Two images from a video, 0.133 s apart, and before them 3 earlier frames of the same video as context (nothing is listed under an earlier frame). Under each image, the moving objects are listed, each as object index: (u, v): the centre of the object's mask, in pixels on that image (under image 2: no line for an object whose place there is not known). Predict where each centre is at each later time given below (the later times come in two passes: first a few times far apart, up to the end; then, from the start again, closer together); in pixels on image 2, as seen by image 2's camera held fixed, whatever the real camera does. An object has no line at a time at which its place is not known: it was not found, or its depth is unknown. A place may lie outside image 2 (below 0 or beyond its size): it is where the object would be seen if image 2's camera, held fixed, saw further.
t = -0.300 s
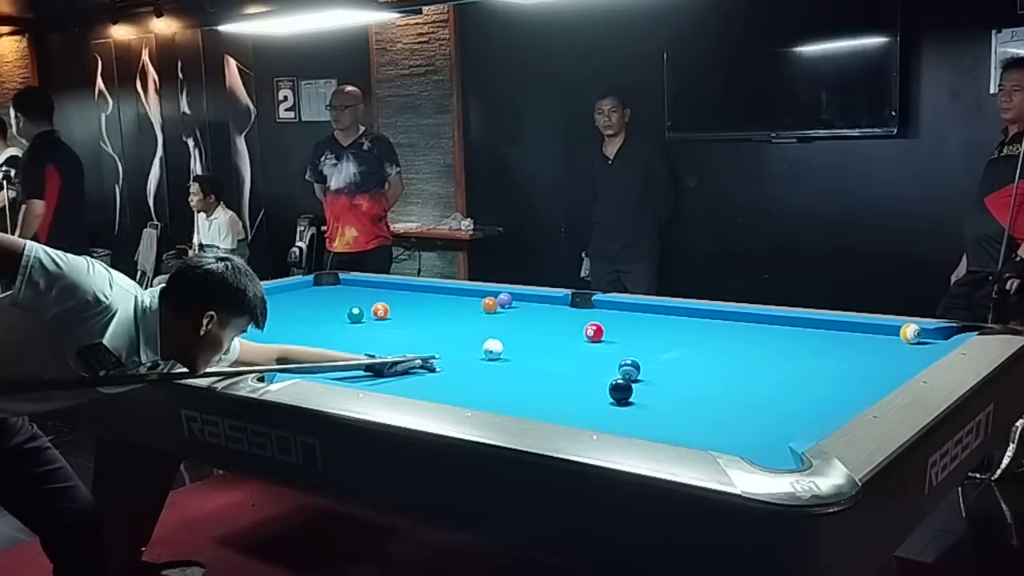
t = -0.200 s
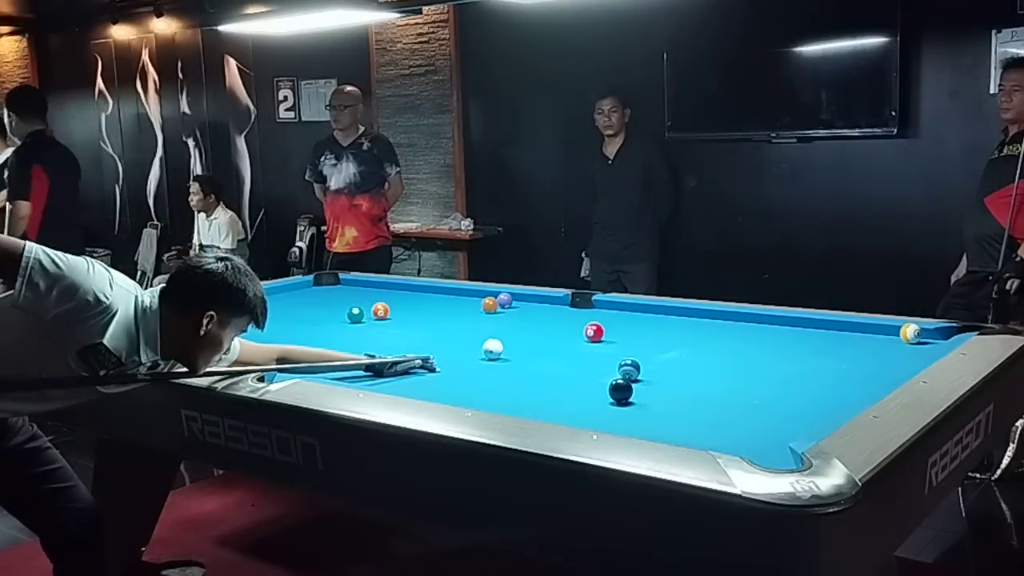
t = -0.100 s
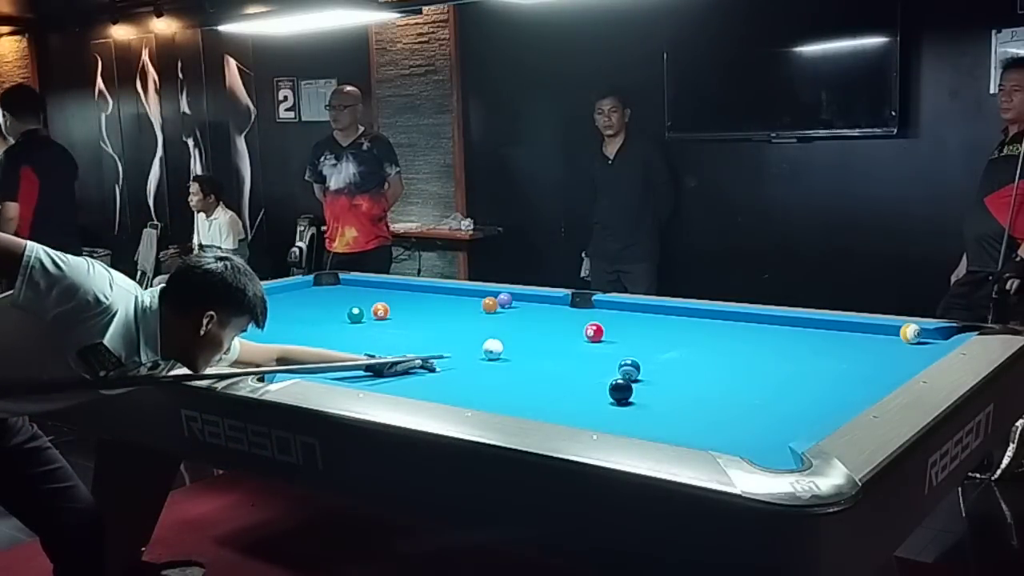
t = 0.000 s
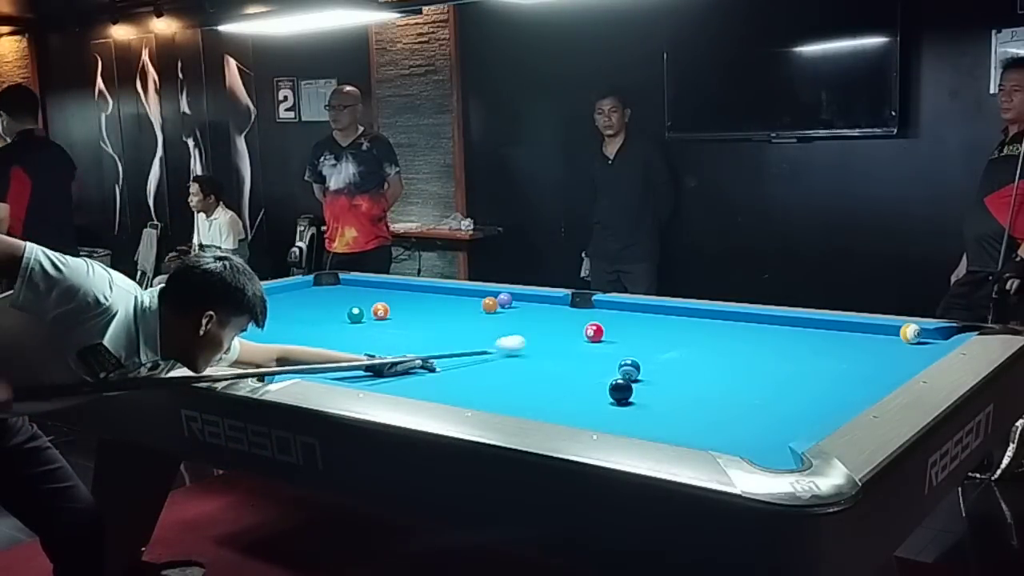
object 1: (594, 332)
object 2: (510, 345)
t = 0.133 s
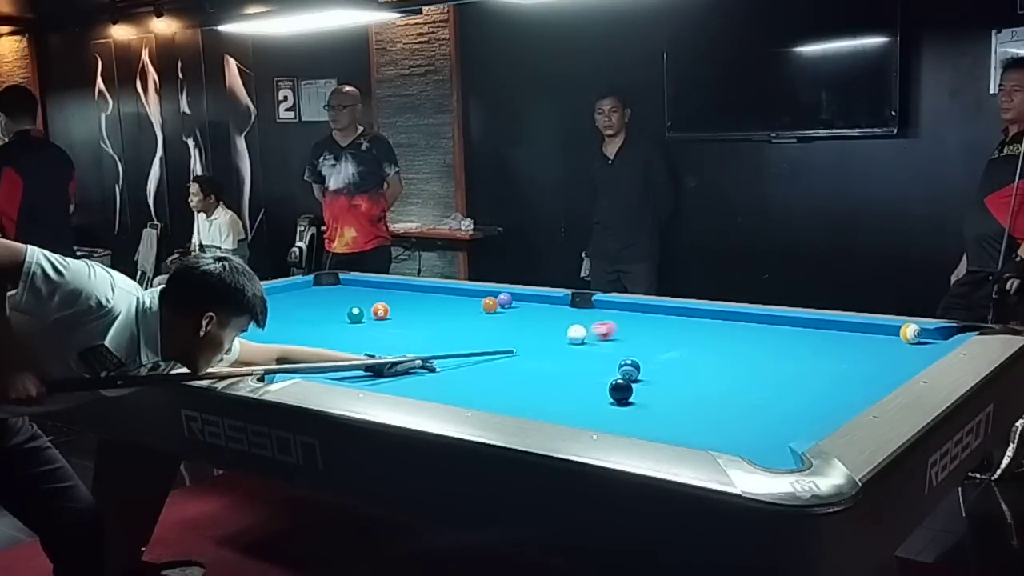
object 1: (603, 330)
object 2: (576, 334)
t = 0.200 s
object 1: (635, 326)
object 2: (574, 333)
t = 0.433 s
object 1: (722, 315)
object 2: (567, 332)
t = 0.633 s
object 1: (725, 322)
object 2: (563, 330)
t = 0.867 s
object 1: (726, 333)
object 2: (558, 329)
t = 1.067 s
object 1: (728, 342)
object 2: (555, 328)
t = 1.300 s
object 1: (730, 353)
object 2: (551, 327)
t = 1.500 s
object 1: (732, 363)
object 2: (549, 326)
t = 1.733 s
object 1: (734, 375)
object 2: (548, 325)
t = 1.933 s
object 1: (737, 387)
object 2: (547, 325)
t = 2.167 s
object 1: (739, 400)
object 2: (547, 325)
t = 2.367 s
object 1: (742, 413)
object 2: (547, 325)
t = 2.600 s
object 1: (745, 428)
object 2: (547, 325)
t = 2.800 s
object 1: (748, 442)
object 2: (547, 325)
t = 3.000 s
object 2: (547, 325)
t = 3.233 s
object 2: (547, 325)
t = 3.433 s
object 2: (547, 325)
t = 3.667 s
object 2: (547, 325)
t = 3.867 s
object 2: (547, 325)
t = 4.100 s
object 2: (547, 325)
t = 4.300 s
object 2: (547, 325)
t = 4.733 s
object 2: (547, 323)
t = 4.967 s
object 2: (547, 325)
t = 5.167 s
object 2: (547, 325)
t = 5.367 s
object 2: (547, 325)
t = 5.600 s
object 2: (547, 325)
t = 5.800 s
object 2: (547, 325)
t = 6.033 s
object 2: (547, 325)
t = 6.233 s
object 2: (547, 325)
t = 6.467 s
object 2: (547, 325)
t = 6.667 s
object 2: (547, 325)
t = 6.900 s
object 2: (547, 325)
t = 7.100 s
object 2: (547, 325)
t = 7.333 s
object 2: (547, 325)
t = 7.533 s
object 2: (547, 325)
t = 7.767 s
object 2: (547, 325)
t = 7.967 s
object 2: (547, 325)
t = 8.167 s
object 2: (547, 325)
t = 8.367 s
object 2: (547, 325)
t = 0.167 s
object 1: (620, 328)
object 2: (575, 333)
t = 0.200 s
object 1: (635, 326)
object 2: (574, 333)
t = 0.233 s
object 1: (650, 324)
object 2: (573, 333)
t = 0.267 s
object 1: (663, 322)
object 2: (572, 333)
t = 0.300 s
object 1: (676, 320)
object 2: (571, 332)
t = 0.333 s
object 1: (688, 319)
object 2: (570, 332)
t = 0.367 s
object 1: (700, 317)
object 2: (569, 332)
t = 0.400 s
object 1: (711, 316)
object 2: (568, 332)
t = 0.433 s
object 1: (722, 315)
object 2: (567, 332)
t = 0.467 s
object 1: (724, 316)
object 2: (567, 331)
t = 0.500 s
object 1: (724, 318)
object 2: (566, 331)
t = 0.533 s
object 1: (724, 318)
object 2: (565, 331)
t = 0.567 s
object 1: (724, 320)
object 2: (564, 330)
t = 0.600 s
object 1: (725, 321)
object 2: (563, 330)
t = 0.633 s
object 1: (725, 322)
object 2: (563, 330)
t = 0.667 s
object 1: (725, 324)
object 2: (562, 330)
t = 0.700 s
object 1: (725, 325)
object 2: (561, 330)
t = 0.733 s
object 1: (725, 327)
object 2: (561, 329)
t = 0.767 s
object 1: (726, 328)
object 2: (560, 329)
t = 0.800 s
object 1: (726, 330)
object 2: (559, 329)
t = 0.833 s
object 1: (726, 331)
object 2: (559, 329)
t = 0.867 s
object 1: (726, 333)
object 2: (558, 329)
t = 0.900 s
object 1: (727, 334)
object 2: (557, 329)
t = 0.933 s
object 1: (727, 336)
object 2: (557, 329)
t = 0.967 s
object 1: (727, 337)
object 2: (556, 328)
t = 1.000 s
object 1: (728, 339)
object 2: (556, 328)
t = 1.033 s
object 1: (728, 340)
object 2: (555, 328)
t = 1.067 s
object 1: (728, 342)
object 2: (555, 328)
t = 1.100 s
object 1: (728, 344)
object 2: (554, 328)
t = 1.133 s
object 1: (728, 345)
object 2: (554, 327)
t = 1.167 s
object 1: (729, 346)
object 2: (553, 327)
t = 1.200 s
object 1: (729, 348)
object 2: (553, 327)
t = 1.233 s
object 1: (730, 349)
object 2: (552, 327)
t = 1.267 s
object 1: (730, 351)
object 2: (552, 327)
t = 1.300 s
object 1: (730, 353)
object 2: (551, 327)
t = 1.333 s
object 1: (730, 355)
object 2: (551, 326)
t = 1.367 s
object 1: (731, 356)
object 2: (551, 325)
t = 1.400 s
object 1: (731, 358)
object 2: (551, 326)
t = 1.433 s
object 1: (731, 359)
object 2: (550, 326)
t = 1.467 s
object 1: (732, 361)
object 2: (550, 326)
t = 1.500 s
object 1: (732, 363)
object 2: (549, 326)
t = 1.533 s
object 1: (732, 365)
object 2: (549, 325)
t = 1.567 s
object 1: (733, 367)
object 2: (549, 326)
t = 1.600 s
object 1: (733, 368)
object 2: (549, 326)
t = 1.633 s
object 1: (733, 370)
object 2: (548, 326)
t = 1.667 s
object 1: (734, 372)
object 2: (548, 326)
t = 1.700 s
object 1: (734, 373)
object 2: (548, 325)
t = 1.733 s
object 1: (734, 375)
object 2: (548, 325)
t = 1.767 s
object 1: (735, 377)
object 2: (548, 325)
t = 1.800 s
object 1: (735, 379)
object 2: (548, 325)
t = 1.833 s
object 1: (736, 381)
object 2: (547, 325)
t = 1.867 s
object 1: (736, 383)
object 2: (547, 325)
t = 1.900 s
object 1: (736, 385)
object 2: (547, 325)
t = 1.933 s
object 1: (737, 387)
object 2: (547, 325)
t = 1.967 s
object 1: (737, 389)
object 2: (547, 325)
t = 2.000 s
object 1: (737, 390)
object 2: (547, 325)
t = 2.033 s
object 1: (738, 392)
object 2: (547, 325)
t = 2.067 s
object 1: (738, 394)
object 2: (547, 325)
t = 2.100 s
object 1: (738, 396)
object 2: (547, 325)
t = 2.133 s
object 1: (739, 398)
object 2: (547, 325)
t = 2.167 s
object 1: (739, 400)
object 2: (547, 325)
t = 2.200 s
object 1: (740, 402)
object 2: (547, 325)
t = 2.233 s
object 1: (740, 405)
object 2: (547, 325)
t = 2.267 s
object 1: (740, 407)
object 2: (547, 325)
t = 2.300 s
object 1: (741, 409)
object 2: (547, 325)
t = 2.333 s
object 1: (741, 411)
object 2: (547, 325)
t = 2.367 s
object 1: (742, 413)
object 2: (547, 325)
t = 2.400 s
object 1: (742, 415)
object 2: (547, 325)
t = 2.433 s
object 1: (742, 417)
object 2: (547, 325)
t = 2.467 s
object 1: (743, 419)
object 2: (547, 325)
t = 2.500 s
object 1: (743, 422)
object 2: (547, 325)
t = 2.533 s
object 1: (744, 424)
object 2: (547, 325)
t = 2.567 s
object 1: (744, 426)
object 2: (547, 325)
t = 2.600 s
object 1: (745, 428)
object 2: (547, 325)
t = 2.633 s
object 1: (745, 430)
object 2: (547, 325)
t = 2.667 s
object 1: (746, 433)
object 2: (547, 325)
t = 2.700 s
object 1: (746, 435)
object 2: (547, 325)
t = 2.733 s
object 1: (747, 438)
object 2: (547, 325)
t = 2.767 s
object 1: (747, 440)
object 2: (547, 325)
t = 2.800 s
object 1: (748, 442)
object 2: (547, 325)
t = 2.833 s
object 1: (748, 444)
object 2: (547, 325)
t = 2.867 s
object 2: (547, 325)
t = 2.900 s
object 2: (547, 325)
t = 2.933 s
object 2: (547, 325)
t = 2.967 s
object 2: (547, 325)
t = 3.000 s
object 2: (547, 325)
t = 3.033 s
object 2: (547, 325)
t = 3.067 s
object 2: (547, 325)
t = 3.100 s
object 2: (547, 325)
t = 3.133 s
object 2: (547, 325)
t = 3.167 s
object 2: (547, 325)
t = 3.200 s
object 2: (547, 325)
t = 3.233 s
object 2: (547, 325)
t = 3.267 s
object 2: (547, 325)
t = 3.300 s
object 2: (547, 325)
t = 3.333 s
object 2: (547, 325)
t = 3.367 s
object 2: (547, 325)
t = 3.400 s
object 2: (547, 325)
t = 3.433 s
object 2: (547, 325)
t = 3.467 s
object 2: (547, 325)
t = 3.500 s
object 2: (547, 325)
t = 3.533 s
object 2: (547, 325)
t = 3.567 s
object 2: (547, 325)
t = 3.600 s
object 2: (547, 325)
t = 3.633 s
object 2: (547, 325)
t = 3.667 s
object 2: (547, 325)
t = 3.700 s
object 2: (547, 325)
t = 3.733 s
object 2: (547, 325)
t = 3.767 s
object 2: (547, 325)
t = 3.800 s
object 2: (547, 325)
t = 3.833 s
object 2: (547, 325)
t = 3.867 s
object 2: (547, 325)
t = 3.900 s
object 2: (547, 325)
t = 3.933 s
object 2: (547, 325)
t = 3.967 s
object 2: (547, 325)
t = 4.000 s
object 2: (547, 325)
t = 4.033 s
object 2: (547, 325)
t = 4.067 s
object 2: (548, 325)
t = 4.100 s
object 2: (547, 325)
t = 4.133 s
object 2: (547, 325)
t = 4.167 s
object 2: (547, 325)
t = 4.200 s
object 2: (547, 325)
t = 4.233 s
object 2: (547, 325)
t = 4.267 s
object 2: (547, 325)
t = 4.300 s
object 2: (547, 325)
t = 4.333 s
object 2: (549, 324)
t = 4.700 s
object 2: (547, 324)
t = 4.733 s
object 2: (547, 323)
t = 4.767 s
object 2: (547, 324)
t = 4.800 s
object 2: (547, 325)
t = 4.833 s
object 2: (547, 324)
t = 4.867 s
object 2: (547, 324)
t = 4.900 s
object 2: (547, 324)
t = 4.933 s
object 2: (547, 324)
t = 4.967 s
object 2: (547, 325)
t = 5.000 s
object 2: (547, 325)
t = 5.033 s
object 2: (547, 325)
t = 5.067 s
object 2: (547, 325)
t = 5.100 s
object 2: (547, 325)
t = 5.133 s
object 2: (547, 325)
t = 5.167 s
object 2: (547, 325)
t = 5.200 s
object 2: (547, 325)
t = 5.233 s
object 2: (547, 325)
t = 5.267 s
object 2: (547, 325)
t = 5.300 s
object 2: (547, 325)
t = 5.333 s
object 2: (547, 325)
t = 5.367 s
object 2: (547, 325)
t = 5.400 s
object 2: (547, 325)
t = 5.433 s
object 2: (547, 325)
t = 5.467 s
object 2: (547, 325)
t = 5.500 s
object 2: (547, 325)
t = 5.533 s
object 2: (547, 325)
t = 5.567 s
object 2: (547, 325)
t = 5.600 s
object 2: (547, 325)
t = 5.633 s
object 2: (547, 325)
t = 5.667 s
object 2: (547, 325)
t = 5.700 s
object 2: (547, 325)
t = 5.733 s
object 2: (547, 325)
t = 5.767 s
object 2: (547, 325)
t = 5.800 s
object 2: (547, 325)
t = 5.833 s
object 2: (547, 325)
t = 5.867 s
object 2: (547, 325)
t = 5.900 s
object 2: (547, 325)
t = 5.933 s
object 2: (547, 325)
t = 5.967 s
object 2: (547, 325)
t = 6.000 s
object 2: (547, 325)
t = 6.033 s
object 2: (547, 325)
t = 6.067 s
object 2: (547, 325)
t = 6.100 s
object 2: (547, 325)
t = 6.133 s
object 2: (547, 325)
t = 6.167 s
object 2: (547, 325)
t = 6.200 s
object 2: (547, 325)
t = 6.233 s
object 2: (547, 325)
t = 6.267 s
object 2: (547, 325)
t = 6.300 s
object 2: (547, 325)
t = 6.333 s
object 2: (547, 325)
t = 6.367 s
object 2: (547, 325)
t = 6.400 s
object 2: (547, 325)
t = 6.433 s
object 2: (547, 325)
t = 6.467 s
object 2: (547, 325)
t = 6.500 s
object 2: (547, 325)
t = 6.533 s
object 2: (547, 325)
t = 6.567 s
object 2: (547, 325)
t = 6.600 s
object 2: (547, 325)
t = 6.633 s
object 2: (547, 325)
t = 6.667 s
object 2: (547, 325)
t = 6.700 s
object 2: (547, 325)
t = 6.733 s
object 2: (547, 325)
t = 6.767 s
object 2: (547, 325)
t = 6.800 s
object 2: (547, 325)
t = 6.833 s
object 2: (547, 325)
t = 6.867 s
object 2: (547, 325)
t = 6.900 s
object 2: (547, 325)
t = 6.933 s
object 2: (547, 325)
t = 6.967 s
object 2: (547, 325)
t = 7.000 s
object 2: (547, 325)
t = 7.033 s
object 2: (547, 325)
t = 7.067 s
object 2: (547, 325)
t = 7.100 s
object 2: (547, 325)
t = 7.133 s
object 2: (547, 325)
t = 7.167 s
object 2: (547, 325)
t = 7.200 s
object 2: (547, 325)
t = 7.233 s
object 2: (547, 325)
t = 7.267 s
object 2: (547, 325)
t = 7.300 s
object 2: (547, 325)
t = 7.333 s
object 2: (547, 325)
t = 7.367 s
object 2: (547, 325)
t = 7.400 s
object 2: (547, 325)
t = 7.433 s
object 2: (547, 325)
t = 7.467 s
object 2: (547, 325)
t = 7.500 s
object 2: (547, 325)
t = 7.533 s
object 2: (547, 325)
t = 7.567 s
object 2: (547, 325)
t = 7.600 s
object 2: (547, 325)
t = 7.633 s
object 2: (547, 325)
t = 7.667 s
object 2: (547, 325)
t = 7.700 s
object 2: (547, 325)
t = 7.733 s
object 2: (547, 325)
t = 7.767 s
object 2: (547, 325)
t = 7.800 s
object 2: (547, 325)
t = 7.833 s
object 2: (547, 325)
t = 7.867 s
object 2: (547, 325)
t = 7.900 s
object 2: (547, 325)
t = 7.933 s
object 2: (547, 325)
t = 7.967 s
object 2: (547, 325)
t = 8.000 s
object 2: (547, 325)
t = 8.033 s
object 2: (547, 325)
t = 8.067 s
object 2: (547, 325)
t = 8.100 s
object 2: (547, 325)
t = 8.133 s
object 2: (547, 325)
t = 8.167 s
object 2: (547, 325)
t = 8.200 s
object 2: (547, 325)
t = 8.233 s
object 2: (547, 325)
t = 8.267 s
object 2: (547, 325)
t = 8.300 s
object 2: (547, 325)
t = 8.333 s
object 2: (547, 325)
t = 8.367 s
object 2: (547, 325)
